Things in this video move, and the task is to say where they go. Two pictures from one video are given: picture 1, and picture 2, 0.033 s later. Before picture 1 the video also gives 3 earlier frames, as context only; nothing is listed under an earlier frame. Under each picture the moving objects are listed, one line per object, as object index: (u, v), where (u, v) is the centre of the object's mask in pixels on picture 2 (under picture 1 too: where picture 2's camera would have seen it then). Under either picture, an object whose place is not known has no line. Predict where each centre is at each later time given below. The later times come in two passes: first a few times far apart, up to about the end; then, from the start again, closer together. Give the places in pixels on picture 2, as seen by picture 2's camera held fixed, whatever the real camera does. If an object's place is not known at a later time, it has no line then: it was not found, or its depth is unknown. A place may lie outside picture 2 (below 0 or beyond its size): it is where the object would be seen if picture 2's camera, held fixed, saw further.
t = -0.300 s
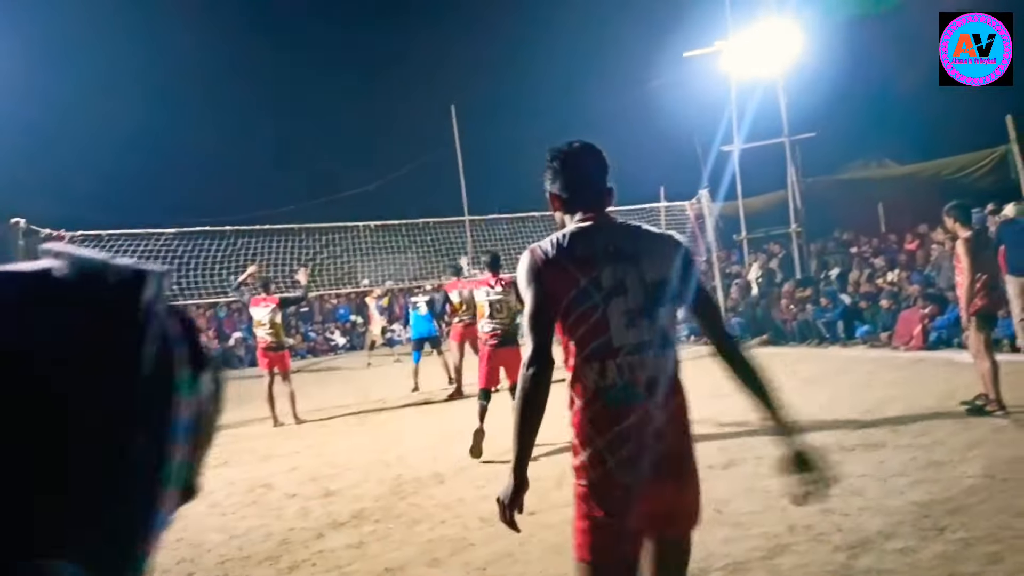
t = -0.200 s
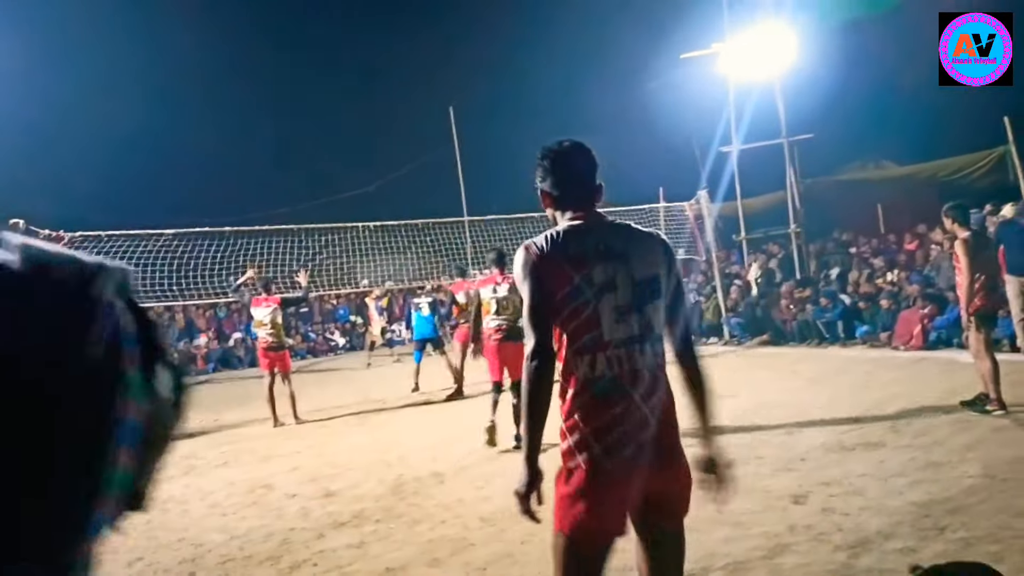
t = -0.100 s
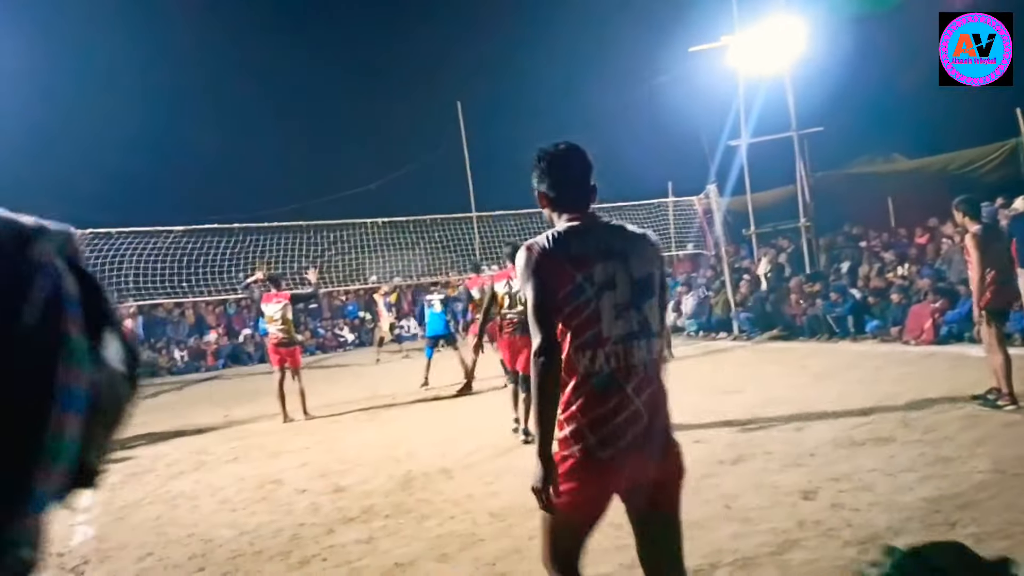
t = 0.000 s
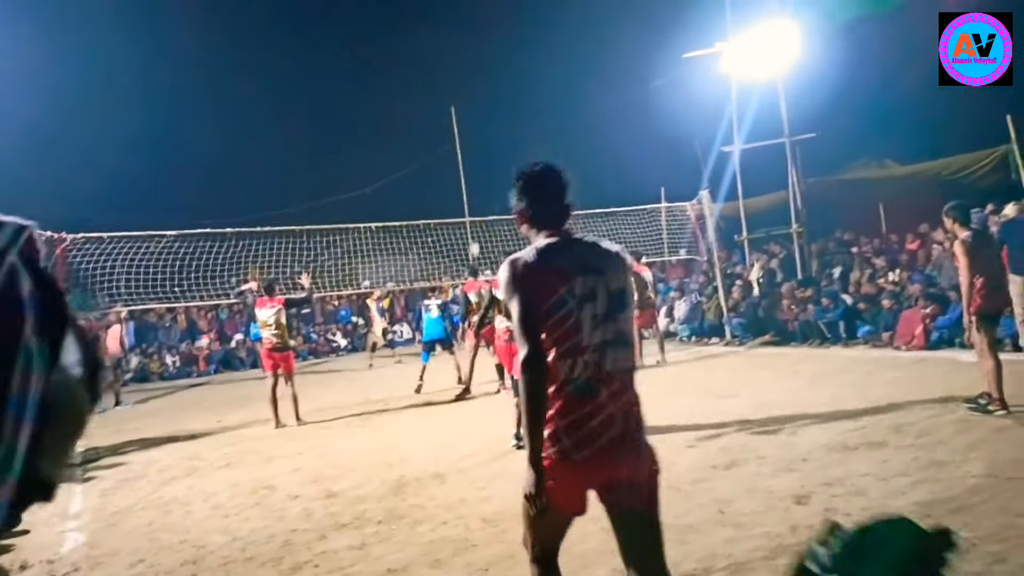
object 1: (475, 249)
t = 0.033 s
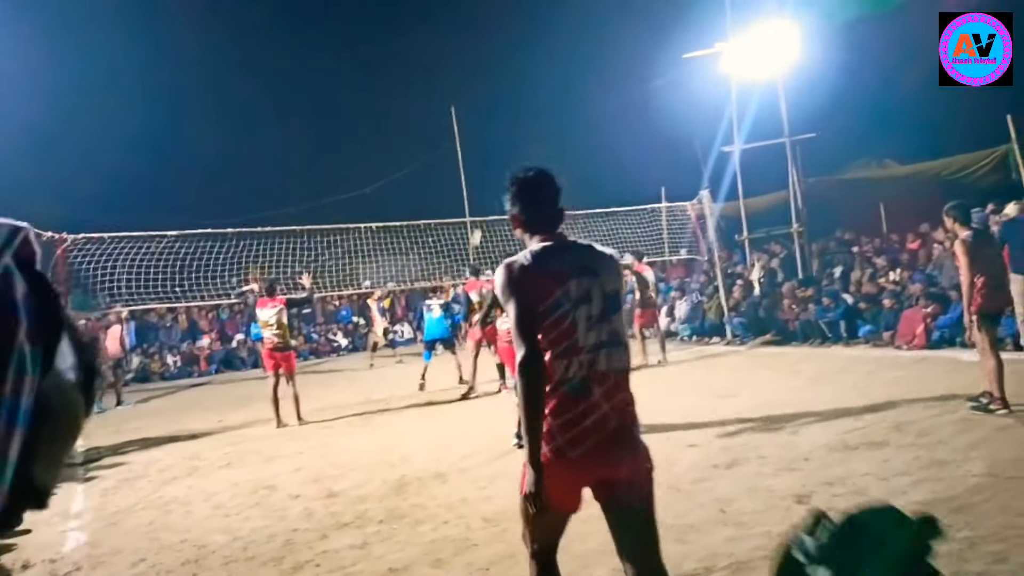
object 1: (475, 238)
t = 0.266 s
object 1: (484, 169)
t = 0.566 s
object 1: (499, 114)
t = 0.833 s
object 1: (517, 99)
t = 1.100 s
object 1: (540, 121)
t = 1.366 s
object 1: (569, 184)
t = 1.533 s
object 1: (591, 245)
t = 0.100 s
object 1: (478, 216)
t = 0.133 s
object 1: (479, 207)
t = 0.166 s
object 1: (479, 196)
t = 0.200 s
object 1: (481, 184)
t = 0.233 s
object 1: (482, 177)
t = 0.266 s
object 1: (484, 169)
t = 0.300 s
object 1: (485, 162)
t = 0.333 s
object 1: (487, 153)
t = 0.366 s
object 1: (489, 146)
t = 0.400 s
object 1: (490, 140)
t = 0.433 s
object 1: (492, 134)
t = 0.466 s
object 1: (494, 128)
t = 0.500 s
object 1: (495, 123)
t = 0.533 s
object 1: (497, 118)
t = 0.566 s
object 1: (499, 114)
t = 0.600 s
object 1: (501, 110)
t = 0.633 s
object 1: (503, 107)
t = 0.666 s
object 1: (505, 104)
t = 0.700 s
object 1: (507, 102)
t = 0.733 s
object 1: (510, 101)
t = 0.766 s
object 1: (512, 99)
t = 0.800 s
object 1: (515, 99)
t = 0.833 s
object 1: (517, 99)
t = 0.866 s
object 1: (520, 100)
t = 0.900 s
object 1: (523, 101)
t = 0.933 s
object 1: (525, 103)
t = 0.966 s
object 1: (528, 106)
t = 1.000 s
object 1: (531, 108)
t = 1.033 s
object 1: (534, 112)
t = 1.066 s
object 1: (537, 116)
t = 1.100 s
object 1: (540, 121)
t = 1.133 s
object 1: (544, 127)
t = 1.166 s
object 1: (547, 133)
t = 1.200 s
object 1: (551, 139)
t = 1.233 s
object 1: (554, 147)
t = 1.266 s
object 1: (558, 156)
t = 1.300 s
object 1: (561, 164)
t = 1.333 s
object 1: (565, 174)
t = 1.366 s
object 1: (569, 184)
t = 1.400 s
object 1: (573, 194)
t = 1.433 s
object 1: (577, 205)
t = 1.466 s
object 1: (582, 218)
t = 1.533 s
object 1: (591, 245)
